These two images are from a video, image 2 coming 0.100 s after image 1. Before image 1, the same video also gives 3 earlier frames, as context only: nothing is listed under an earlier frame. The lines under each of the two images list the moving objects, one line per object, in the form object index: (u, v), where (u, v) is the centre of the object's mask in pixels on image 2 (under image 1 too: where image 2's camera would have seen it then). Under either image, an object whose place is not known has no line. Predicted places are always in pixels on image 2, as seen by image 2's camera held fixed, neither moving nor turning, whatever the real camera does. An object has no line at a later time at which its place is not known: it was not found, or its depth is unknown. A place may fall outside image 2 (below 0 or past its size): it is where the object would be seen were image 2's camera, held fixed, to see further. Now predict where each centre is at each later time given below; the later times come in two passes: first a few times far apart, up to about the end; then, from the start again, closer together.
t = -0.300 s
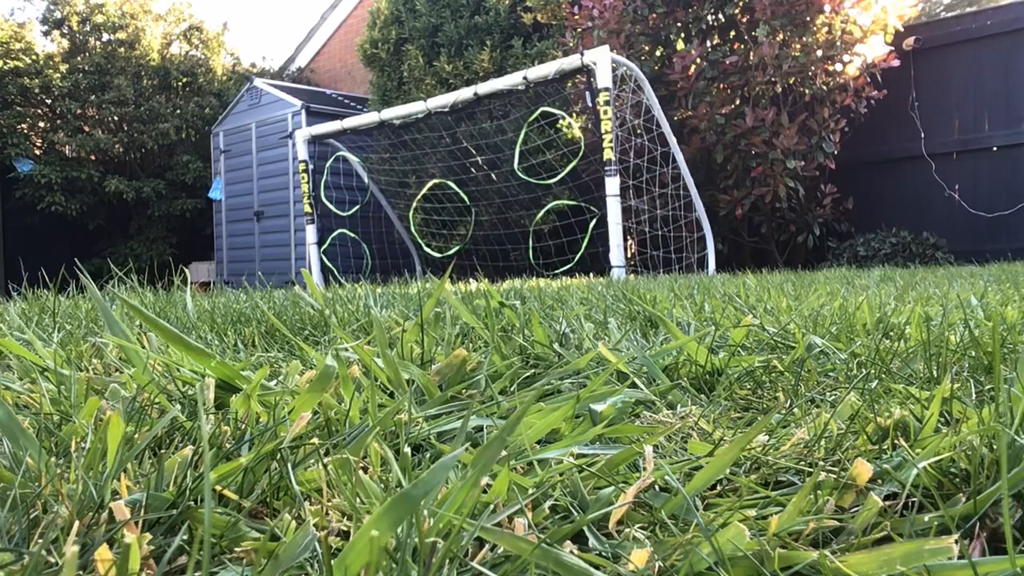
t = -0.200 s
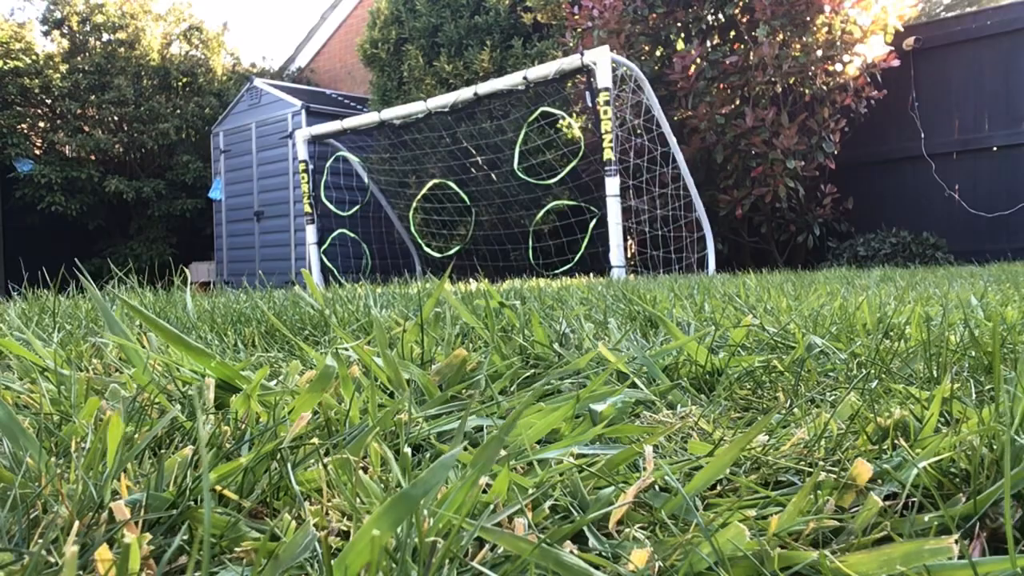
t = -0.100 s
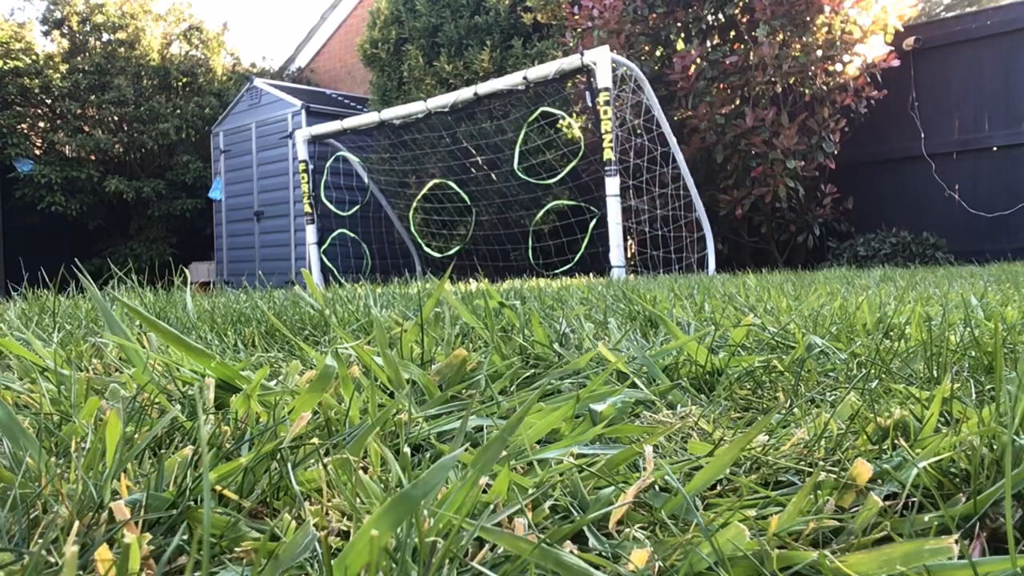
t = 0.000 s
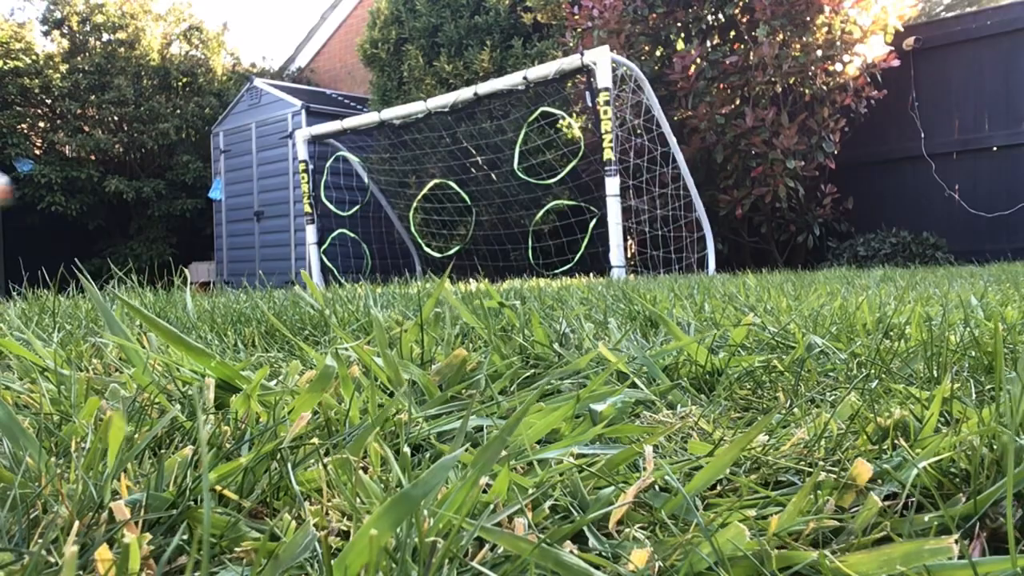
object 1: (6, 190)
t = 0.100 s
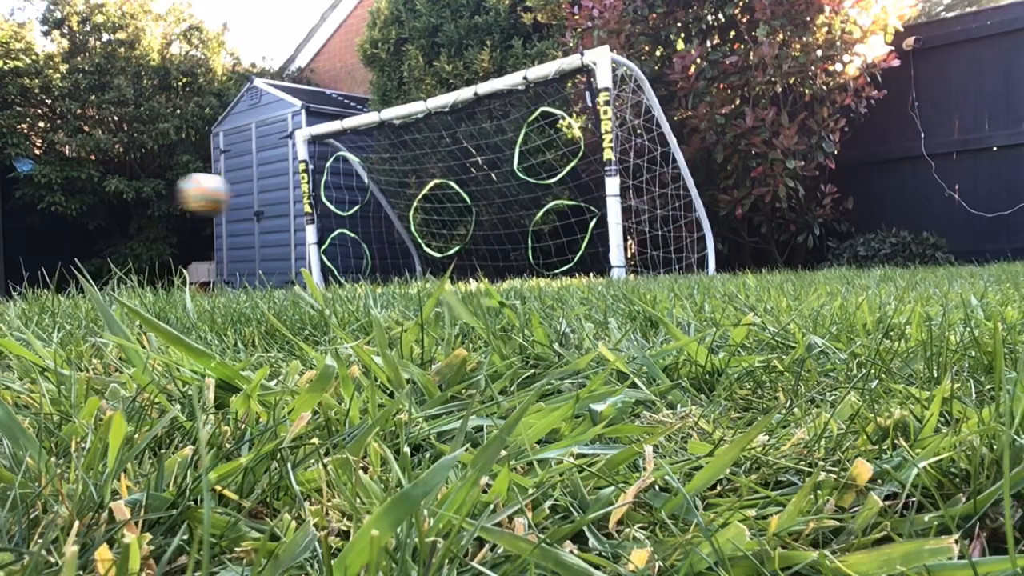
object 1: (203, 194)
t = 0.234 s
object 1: (450, 228)
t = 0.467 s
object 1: (567, 236)
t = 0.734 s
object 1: (528, 266)
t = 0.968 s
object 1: (502, 266)
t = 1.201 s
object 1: (476, 269)
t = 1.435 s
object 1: (445, 262)
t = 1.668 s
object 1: (410, 262)
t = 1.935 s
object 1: (368, 261)
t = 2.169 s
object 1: (336, 259)
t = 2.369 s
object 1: (304, 264)
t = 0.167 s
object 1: (336, 208)
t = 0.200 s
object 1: (391, 217)
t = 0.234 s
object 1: (450, 228)
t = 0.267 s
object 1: (503, 241)
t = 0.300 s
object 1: (545, 249)
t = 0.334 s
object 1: (569, 251)
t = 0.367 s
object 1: (578, 245)
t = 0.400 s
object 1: (576, 241)
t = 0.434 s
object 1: (571, 238)
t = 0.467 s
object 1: (567, 236)
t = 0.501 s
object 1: (562, 236)
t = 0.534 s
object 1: (557, 238)
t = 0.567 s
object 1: (553, 244)
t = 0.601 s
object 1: (548, 250)
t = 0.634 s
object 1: (542, 258)
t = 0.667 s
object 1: (536, 265)
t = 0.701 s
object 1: (532, 272)
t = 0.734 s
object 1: (528, 266)
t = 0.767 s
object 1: (525, 262)
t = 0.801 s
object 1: (522, 259)
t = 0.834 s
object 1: (518, 257)
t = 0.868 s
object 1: (515, 256)
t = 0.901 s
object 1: (510, 258)
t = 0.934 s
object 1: (506, 262)
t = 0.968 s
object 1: (502, 266)
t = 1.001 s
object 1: (498, 271)
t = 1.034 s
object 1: (494, 266)
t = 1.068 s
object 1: (492, 265)
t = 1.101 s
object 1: (488, 263)
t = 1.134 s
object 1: (483, 264)
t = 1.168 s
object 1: (480, 266)
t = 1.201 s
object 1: (476, 269)
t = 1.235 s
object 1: (473, 267)
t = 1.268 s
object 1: (468, 264)
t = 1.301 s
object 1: (463, 264)
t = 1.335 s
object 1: (459, 263)
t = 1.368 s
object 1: (454, 263)
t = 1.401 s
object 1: (450, 263)
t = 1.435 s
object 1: (445, 262)
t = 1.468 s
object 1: (441, 262)
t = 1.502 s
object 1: (437, 265)
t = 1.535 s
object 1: (431, 265)
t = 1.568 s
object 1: (425, 263)
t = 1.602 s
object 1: (419, 262)
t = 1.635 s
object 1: (415, 261)
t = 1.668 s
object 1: (410, 262)
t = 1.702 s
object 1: (404, 263)
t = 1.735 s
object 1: (398, 263)
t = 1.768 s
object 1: (393, 263)
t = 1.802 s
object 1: (388, 262)
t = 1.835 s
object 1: (383, 262)
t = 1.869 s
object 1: (378, 261)
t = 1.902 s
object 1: (372, 262)
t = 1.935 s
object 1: (368, 261)
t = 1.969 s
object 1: (363, 261)
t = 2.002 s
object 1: (357, 261)
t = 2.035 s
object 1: (353, 261)
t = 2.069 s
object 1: (349, 261)
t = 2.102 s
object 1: (344, 261)
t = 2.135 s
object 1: (339, 261)
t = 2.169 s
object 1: (336, 259)
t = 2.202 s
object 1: (329, 262)
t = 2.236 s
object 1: (324, 262)
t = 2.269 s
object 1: (319, 262)
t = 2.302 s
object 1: (314, 263)
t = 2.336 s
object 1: (309, 264)
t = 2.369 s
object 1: (304, 264)
